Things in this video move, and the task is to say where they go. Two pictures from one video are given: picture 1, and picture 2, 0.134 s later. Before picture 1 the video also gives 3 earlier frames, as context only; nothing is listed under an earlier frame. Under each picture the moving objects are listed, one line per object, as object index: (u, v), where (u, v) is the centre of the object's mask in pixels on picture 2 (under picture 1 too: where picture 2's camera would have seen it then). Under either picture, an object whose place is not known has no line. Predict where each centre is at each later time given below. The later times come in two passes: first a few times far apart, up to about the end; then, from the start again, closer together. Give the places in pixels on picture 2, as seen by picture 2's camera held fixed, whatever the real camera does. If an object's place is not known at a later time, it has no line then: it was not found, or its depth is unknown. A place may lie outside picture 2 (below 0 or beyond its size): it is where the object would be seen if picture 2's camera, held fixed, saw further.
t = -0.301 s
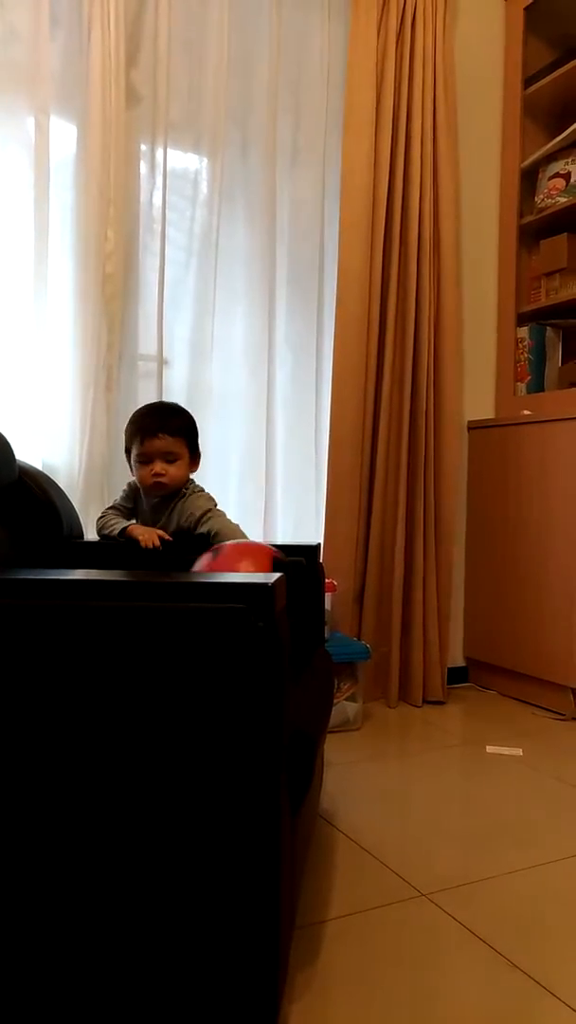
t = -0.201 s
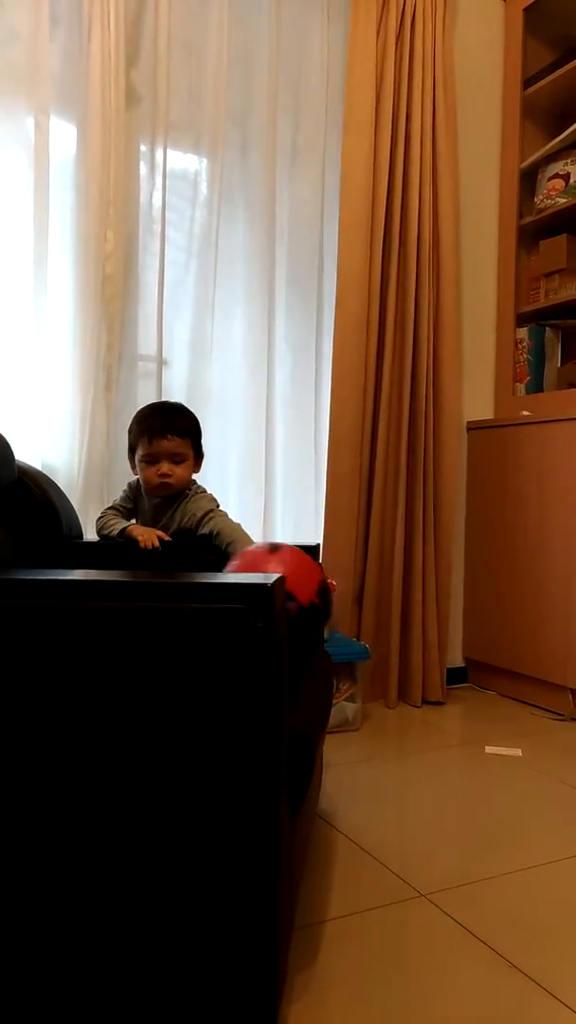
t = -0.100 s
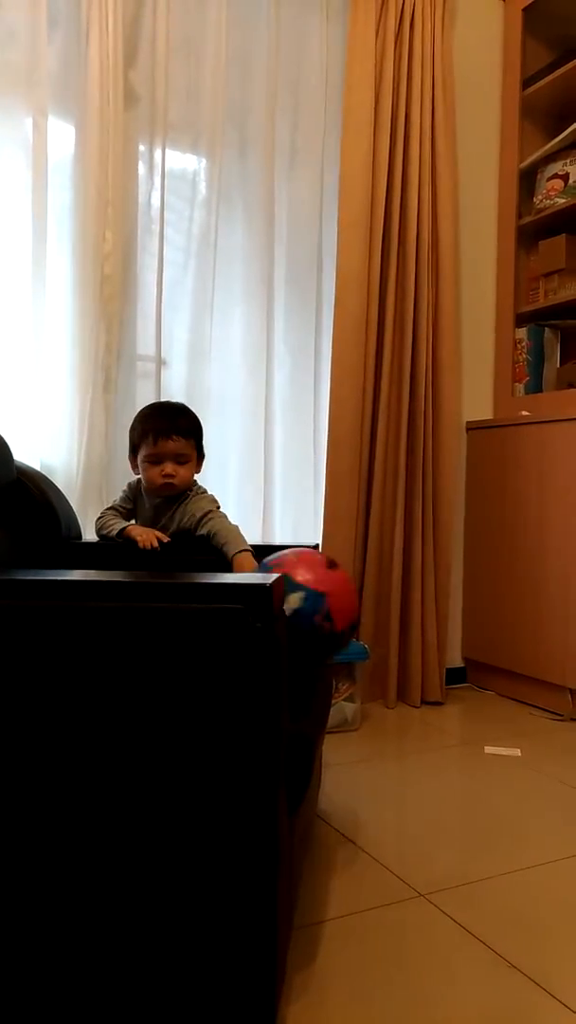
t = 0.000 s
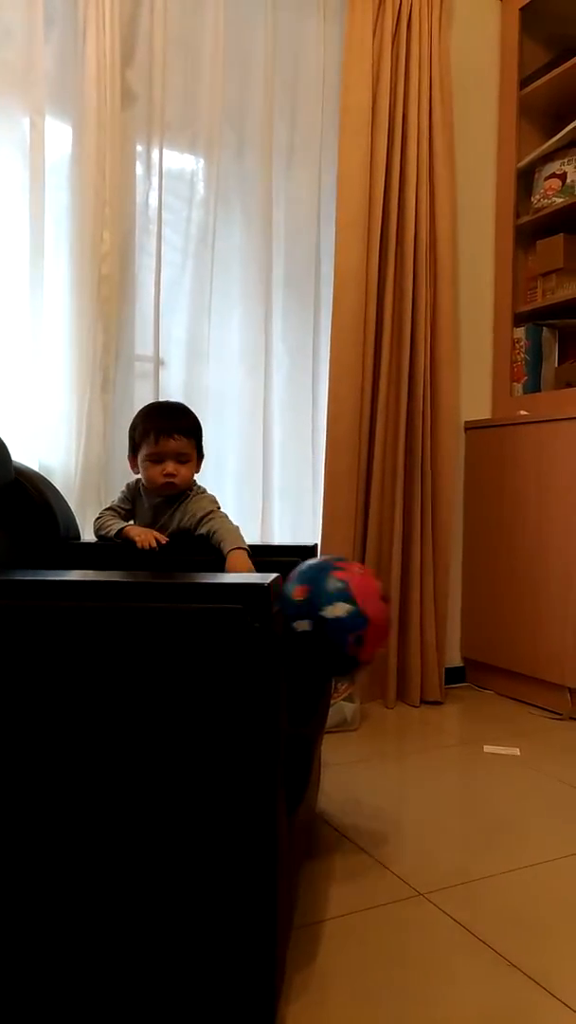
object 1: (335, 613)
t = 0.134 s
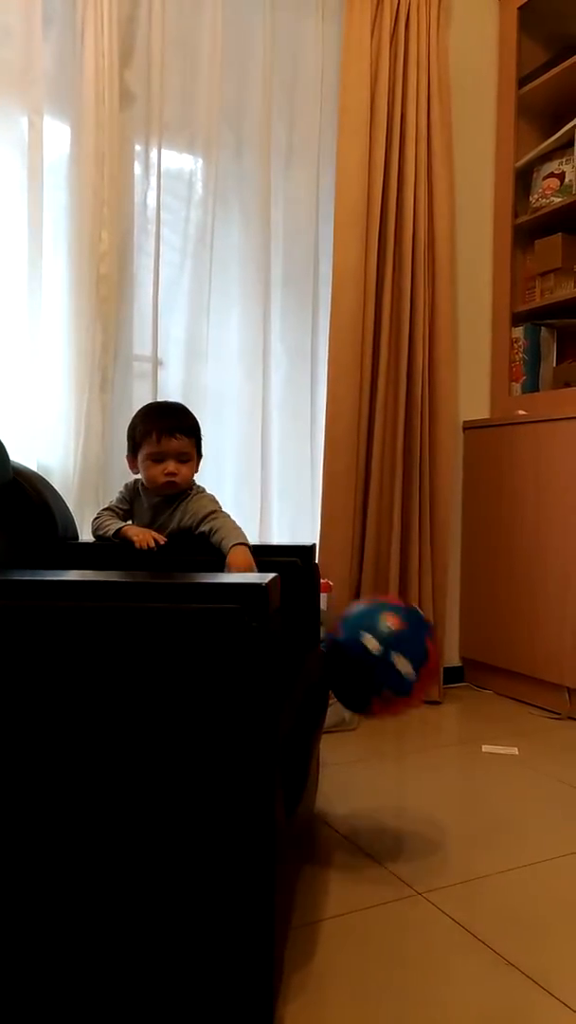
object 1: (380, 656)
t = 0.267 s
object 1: (434, 774)
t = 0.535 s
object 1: (555, 698)
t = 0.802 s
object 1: (552, 816)
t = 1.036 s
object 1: (482, 760)
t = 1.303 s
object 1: (395, 787)
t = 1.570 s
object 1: (408, 824)
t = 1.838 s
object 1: (471, 831)
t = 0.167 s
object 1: (394, 678)
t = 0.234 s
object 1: (420, 737)
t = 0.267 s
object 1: (434, 774)
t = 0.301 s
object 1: (446, 818)
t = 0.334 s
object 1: (463, 800)
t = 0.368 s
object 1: (480, 769)
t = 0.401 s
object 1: (497, 745)
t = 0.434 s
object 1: (514, 725)
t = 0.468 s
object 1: (530, 711)
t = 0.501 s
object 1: (543, 701)
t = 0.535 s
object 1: (555, 698)
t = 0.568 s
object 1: (561, 699)
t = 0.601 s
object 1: (569, 707)
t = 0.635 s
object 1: (576, 719)
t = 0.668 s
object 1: (577, 731)
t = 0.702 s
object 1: (572, 743)
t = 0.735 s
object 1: (566, 761)
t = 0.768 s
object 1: (559, 785)
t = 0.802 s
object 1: (552, 816)
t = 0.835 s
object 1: (544, 822)
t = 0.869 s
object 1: (536, 797)
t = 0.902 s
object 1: (526, 778)
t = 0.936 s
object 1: (515, 765)
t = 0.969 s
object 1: (504, 757)
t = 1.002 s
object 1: (493, 756)
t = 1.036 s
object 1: (482, 760)
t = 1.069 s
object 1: (471, 771)
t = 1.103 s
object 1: (460, 787)
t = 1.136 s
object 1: (448, 812)
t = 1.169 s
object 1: (437, 840)
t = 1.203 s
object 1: (426, 825)
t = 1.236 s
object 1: (415, 804)
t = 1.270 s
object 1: (405, 793)
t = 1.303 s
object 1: (395, 787)
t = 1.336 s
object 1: (384, 787)
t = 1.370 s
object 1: (374, 793)
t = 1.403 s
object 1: (370, 802)
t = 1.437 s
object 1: (377, 811)
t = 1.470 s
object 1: (385, 826)
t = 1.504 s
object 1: (392, 845)
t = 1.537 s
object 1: (400, 835)
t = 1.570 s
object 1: (408, 824)
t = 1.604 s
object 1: (416, 817)
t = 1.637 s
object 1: (423, 816)
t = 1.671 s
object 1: (431, 821)
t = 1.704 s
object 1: (439, 832)
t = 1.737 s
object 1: (446, 848)
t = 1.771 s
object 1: (455, 846)
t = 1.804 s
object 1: (463, 837)
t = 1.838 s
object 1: (471, 831)
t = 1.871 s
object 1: (481, 832)
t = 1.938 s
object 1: (497, 854)
